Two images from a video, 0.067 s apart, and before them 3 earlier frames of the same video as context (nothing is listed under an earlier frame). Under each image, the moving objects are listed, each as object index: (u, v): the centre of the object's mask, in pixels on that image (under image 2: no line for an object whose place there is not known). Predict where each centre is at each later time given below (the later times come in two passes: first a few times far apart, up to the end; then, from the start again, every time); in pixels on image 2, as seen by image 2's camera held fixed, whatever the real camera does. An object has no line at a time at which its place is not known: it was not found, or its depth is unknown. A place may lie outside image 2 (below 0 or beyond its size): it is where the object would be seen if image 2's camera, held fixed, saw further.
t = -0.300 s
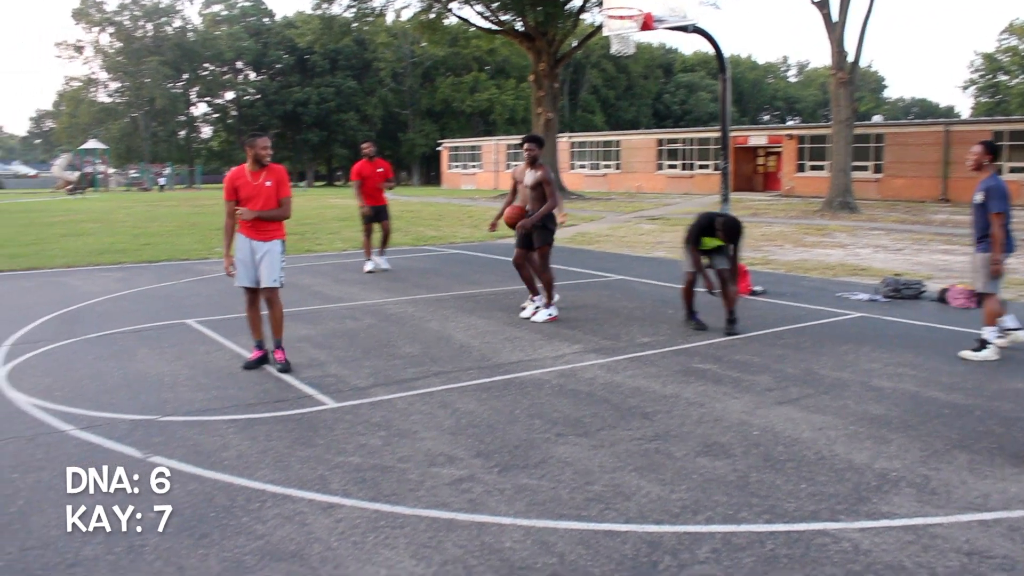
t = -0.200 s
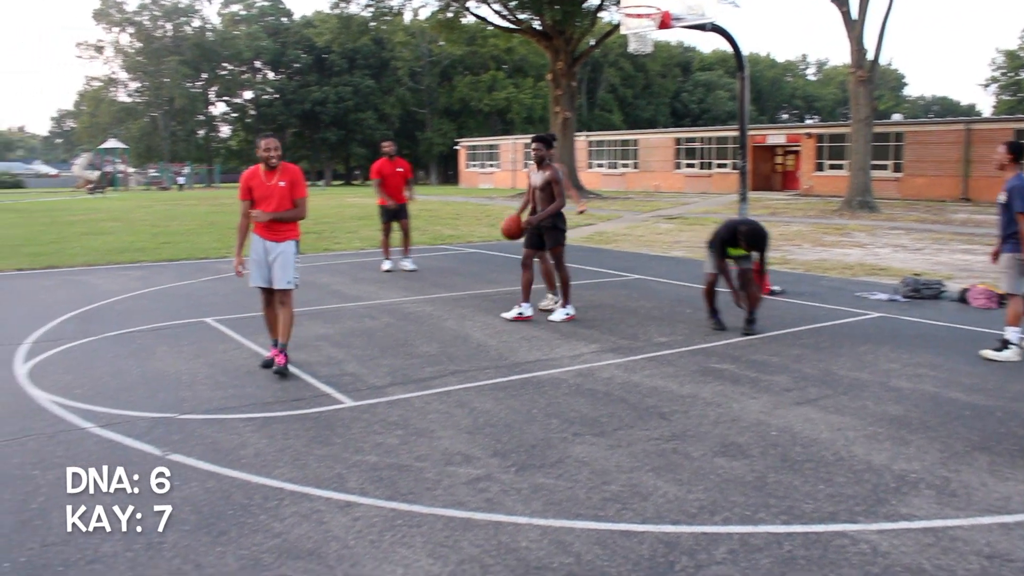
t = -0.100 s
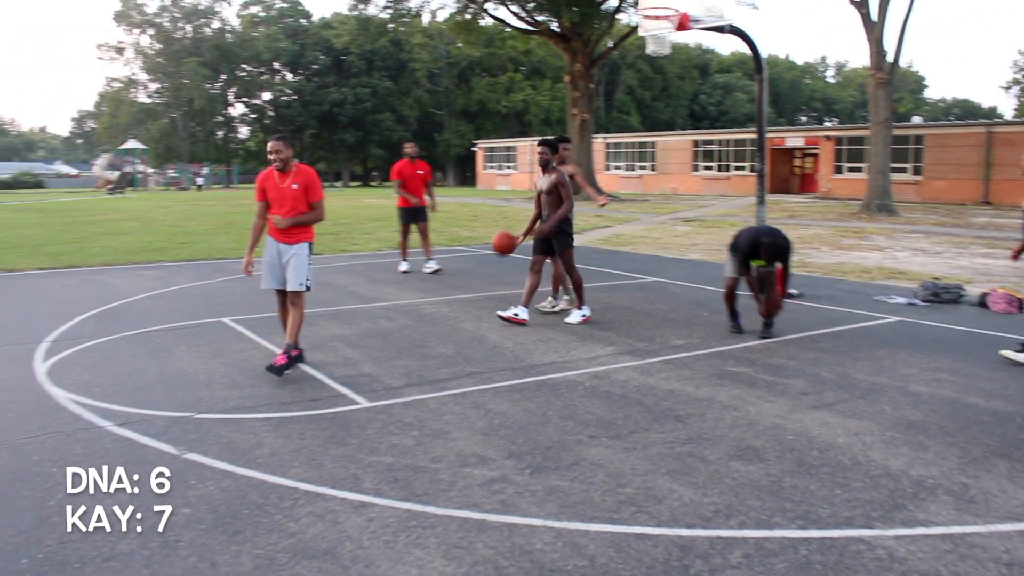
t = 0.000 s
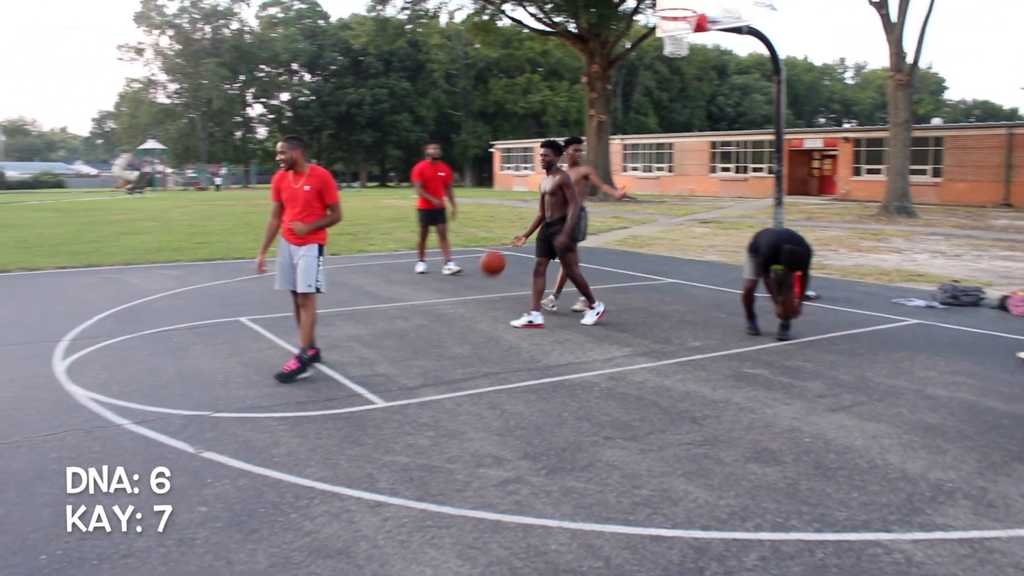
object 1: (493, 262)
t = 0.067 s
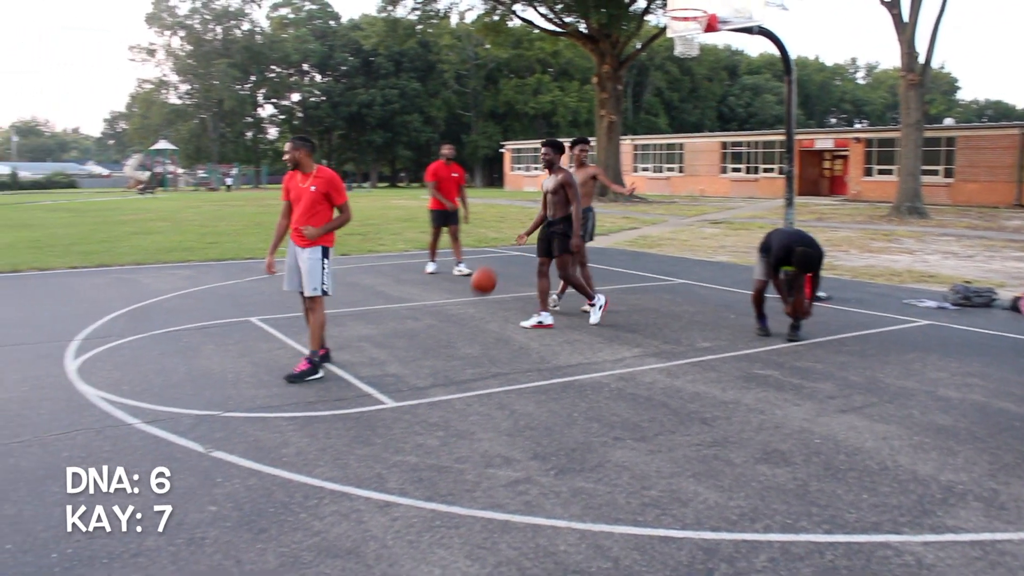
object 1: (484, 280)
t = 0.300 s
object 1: (427, 287)
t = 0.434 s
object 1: (397, 271)
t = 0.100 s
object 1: (474, 291)
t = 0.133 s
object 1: (464, 304)
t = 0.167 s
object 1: (455, 317)
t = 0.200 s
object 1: (448, 310)
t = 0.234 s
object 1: (441, 301)
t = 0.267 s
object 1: (434, 293)
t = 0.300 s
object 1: (427, 287)
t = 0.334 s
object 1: (419, 282)
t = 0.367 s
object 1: (412, 277)
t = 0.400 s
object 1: (405, 274)
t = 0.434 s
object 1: (397, 271)
